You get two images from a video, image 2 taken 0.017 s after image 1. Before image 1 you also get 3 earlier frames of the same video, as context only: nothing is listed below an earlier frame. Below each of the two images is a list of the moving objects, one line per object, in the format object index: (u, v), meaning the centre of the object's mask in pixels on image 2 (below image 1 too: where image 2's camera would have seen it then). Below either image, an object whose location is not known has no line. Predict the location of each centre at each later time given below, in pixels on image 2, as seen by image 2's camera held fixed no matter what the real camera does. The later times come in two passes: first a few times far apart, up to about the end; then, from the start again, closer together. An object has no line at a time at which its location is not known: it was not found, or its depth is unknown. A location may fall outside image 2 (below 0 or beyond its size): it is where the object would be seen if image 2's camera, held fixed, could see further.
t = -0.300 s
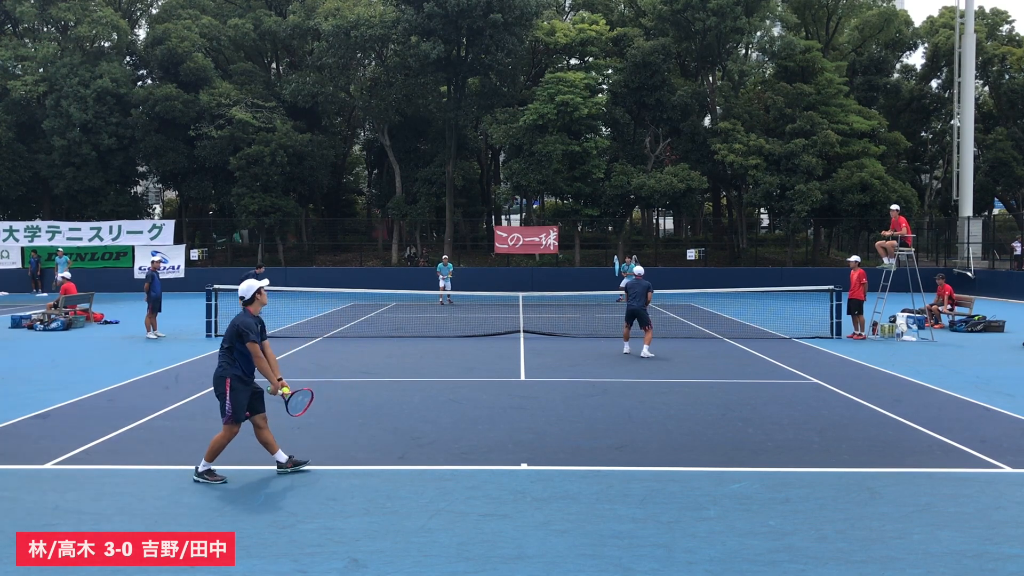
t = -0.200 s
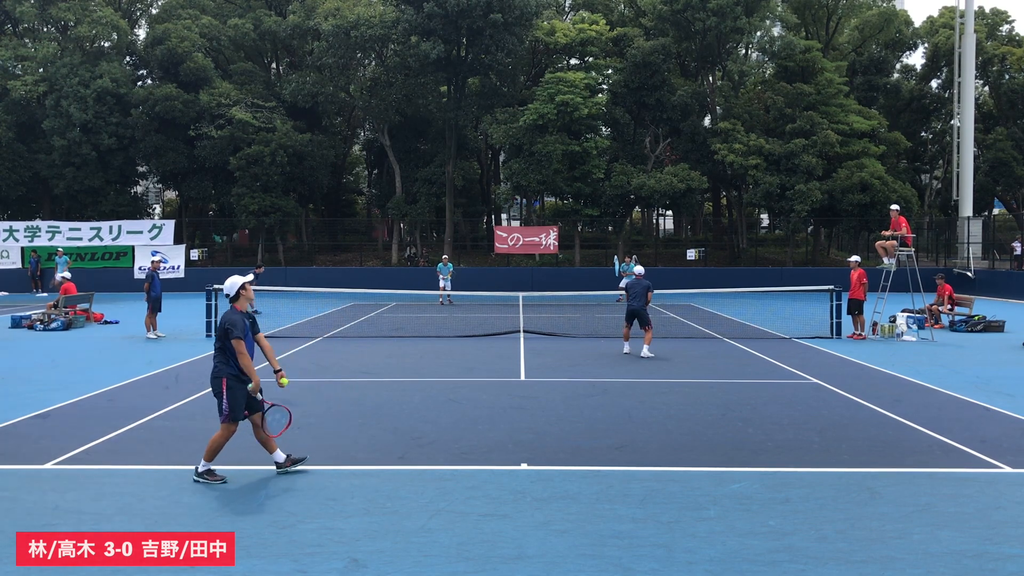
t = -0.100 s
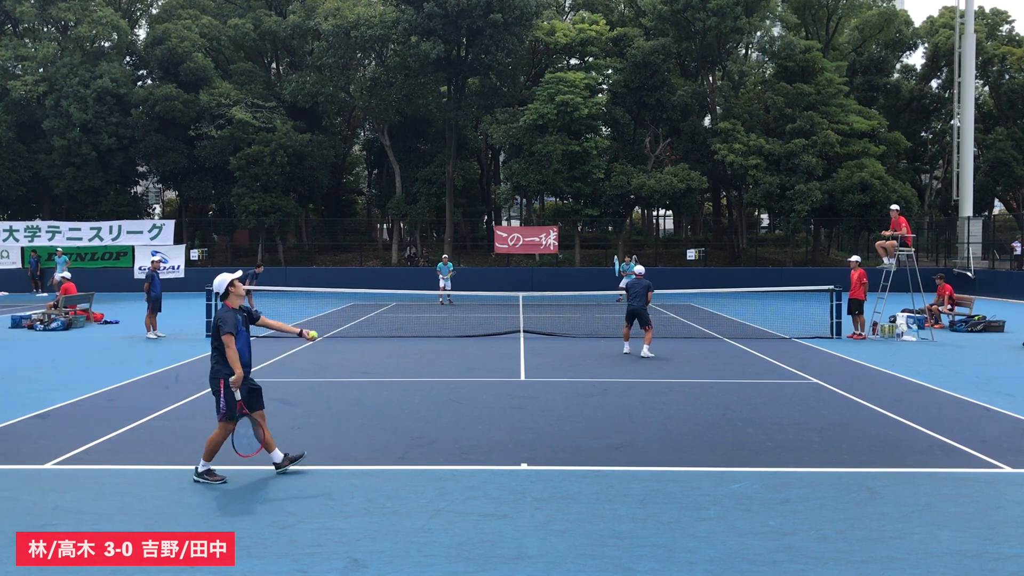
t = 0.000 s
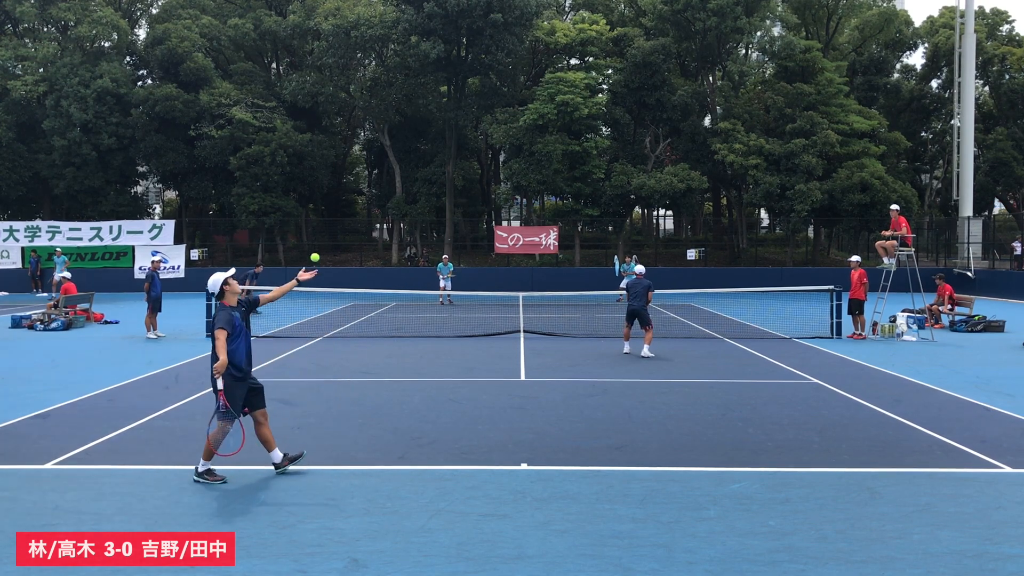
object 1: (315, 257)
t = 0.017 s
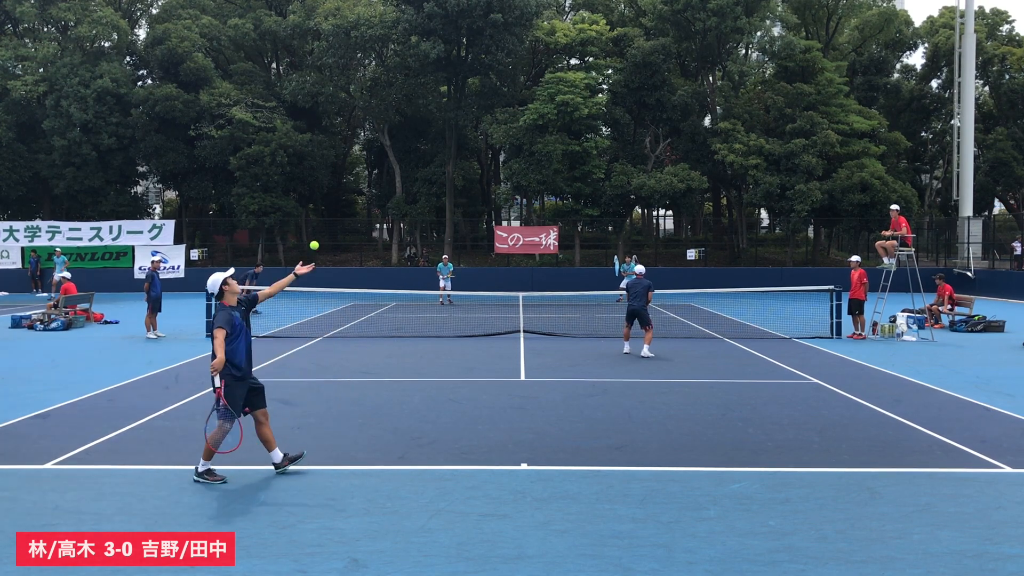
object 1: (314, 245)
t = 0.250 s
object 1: (307, 112)
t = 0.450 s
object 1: (302, 52)
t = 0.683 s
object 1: (298, 43)
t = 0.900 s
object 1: (295, 89)
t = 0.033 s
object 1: (313, 233)
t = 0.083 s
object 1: (312, 200)
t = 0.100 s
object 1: (311, 190)
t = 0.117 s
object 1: (311, 180)
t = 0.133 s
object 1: (310, 170)
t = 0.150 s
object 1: (310, 161)
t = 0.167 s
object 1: (309, 152)
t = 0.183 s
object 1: (309, 143)
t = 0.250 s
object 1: (307, 112)
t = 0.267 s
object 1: (306, 106)
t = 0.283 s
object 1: (306, 99)
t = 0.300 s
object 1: (306, 93)
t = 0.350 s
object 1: (304, 76)
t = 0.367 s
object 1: (304, 71)
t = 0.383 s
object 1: (304, 67)
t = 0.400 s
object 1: (303, 63)
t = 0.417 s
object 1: (303, 59)
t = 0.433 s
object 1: (303, 56)
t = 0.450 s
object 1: (302, 52)
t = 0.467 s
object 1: (302, 50)
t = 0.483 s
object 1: (302, 47)
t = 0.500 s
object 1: (301, 45)
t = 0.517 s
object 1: (301, 43)
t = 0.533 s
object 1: (301, 42)
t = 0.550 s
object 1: (300, 40)
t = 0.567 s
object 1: (300, 40)
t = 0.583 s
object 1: (300, 39)
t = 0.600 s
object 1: (299, 39)
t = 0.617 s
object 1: (299, 39)
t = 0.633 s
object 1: (299, 39)
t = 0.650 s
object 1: (299, 40)
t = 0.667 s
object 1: (298, 41)
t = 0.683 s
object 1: (298, 43)
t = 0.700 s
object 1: (298, 44)
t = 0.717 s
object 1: (298, 46)
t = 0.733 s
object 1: (297, 48)
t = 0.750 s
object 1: (297, 51)
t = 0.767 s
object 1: (297, 54)
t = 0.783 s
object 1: (297, 57)
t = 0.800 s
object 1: (296, 61)
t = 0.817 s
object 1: (296, 65)
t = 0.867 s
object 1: (296, 78)
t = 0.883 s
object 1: (296, 83)
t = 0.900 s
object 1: (295, 89)
